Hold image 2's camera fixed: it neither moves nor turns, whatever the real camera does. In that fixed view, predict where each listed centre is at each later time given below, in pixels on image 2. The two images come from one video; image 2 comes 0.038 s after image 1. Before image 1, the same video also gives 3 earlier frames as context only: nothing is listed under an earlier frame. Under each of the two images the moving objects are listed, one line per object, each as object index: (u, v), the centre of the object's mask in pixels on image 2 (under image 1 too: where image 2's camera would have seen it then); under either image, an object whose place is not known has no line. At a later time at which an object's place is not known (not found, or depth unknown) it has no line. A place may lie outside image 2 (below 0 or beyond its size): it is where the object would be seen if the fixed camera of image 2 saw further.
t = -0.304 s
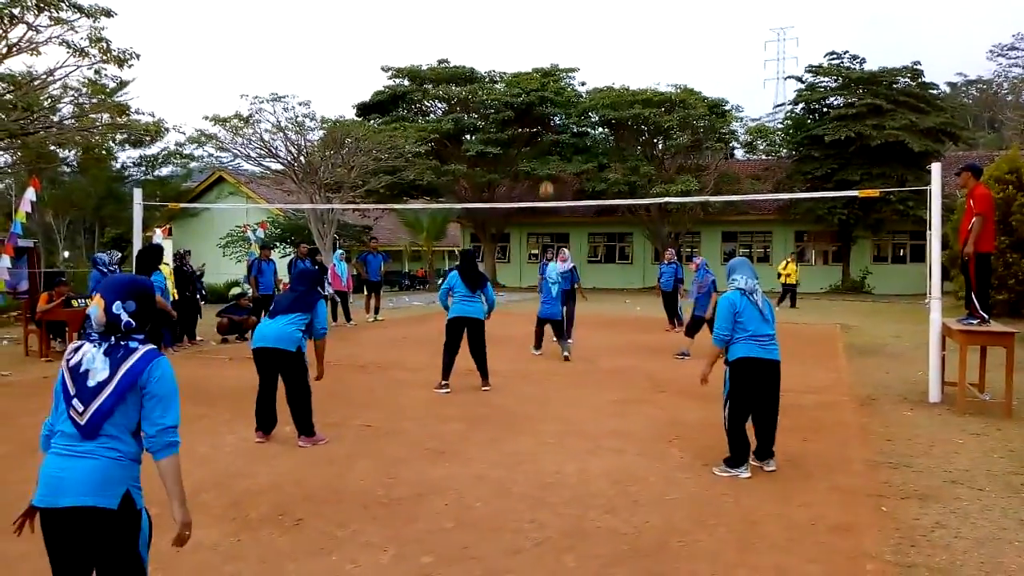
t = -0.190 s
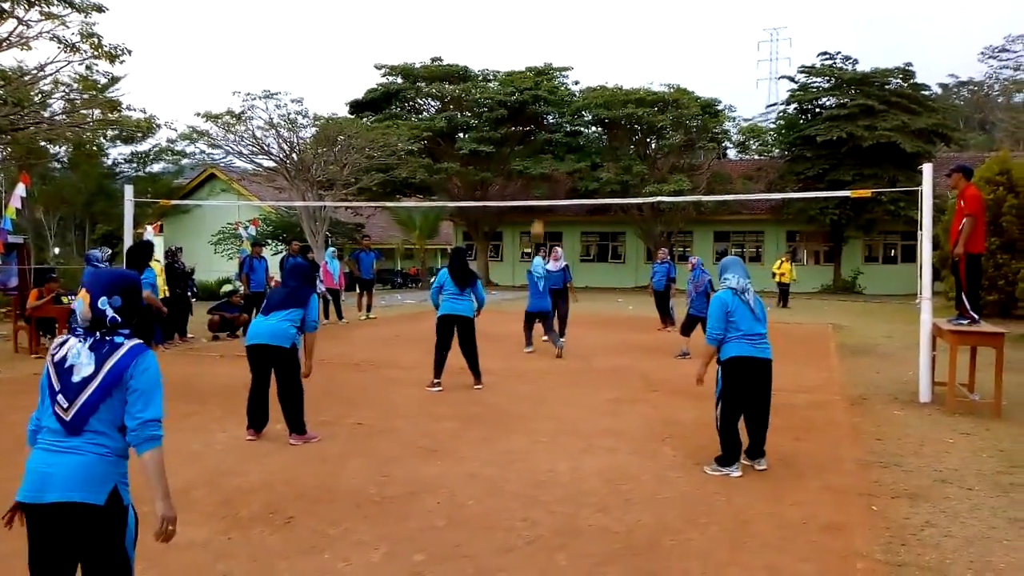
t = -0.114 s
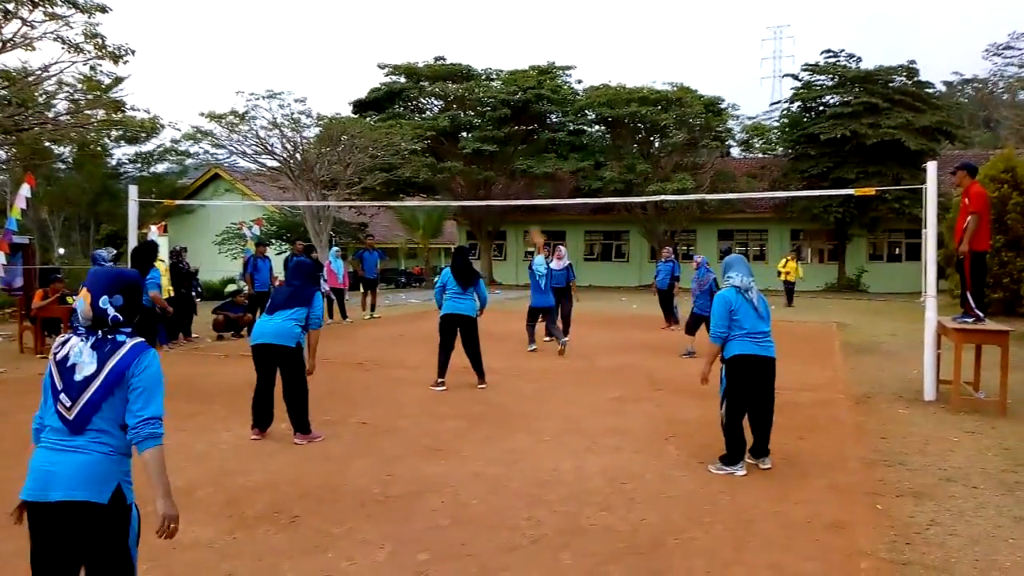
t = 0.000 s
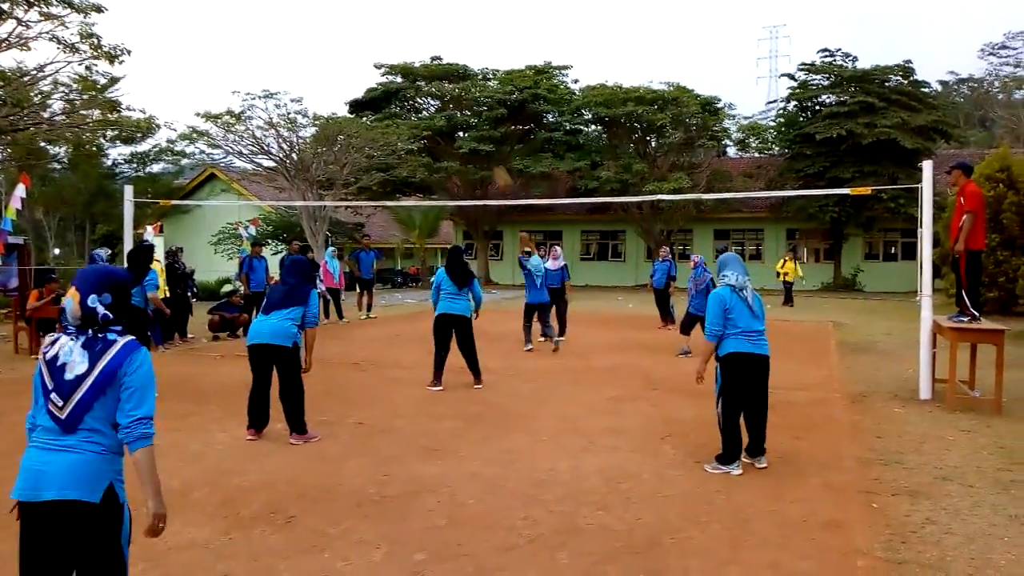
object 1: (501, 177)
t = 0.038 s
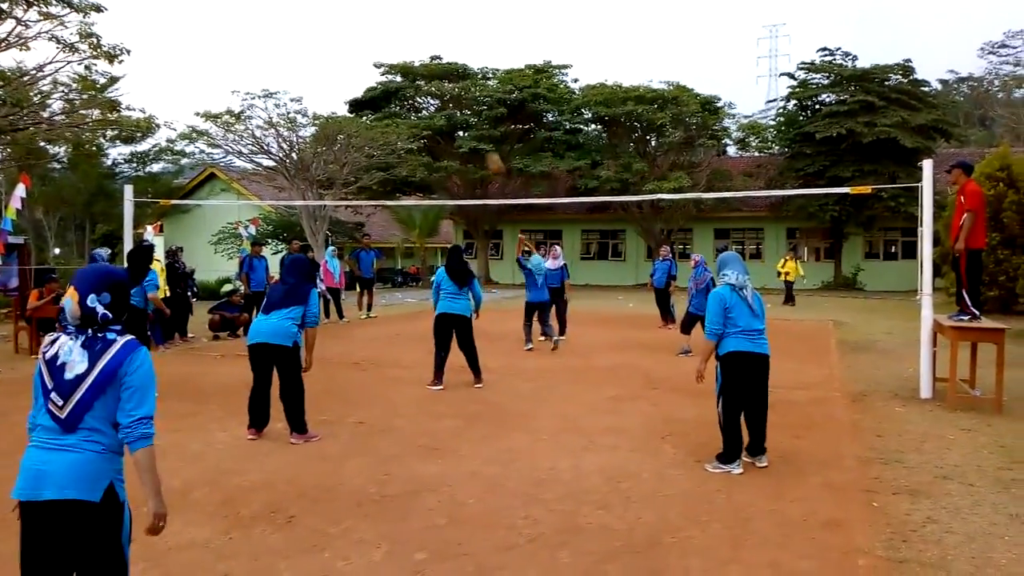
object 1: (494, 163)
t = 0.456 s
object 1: (365, 37)
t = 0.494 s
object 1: (351, 31)
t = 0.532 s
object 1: (336, 26)
